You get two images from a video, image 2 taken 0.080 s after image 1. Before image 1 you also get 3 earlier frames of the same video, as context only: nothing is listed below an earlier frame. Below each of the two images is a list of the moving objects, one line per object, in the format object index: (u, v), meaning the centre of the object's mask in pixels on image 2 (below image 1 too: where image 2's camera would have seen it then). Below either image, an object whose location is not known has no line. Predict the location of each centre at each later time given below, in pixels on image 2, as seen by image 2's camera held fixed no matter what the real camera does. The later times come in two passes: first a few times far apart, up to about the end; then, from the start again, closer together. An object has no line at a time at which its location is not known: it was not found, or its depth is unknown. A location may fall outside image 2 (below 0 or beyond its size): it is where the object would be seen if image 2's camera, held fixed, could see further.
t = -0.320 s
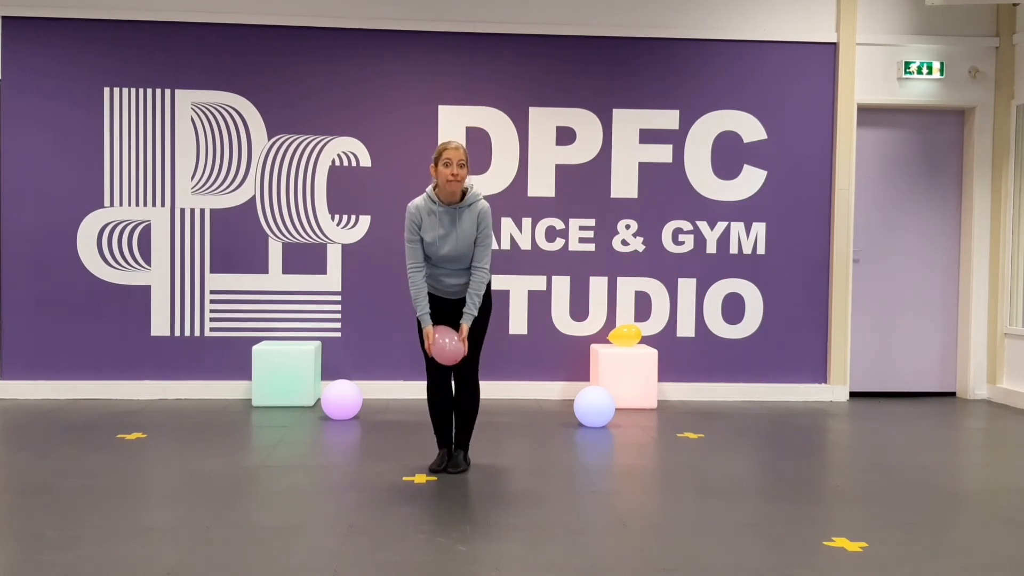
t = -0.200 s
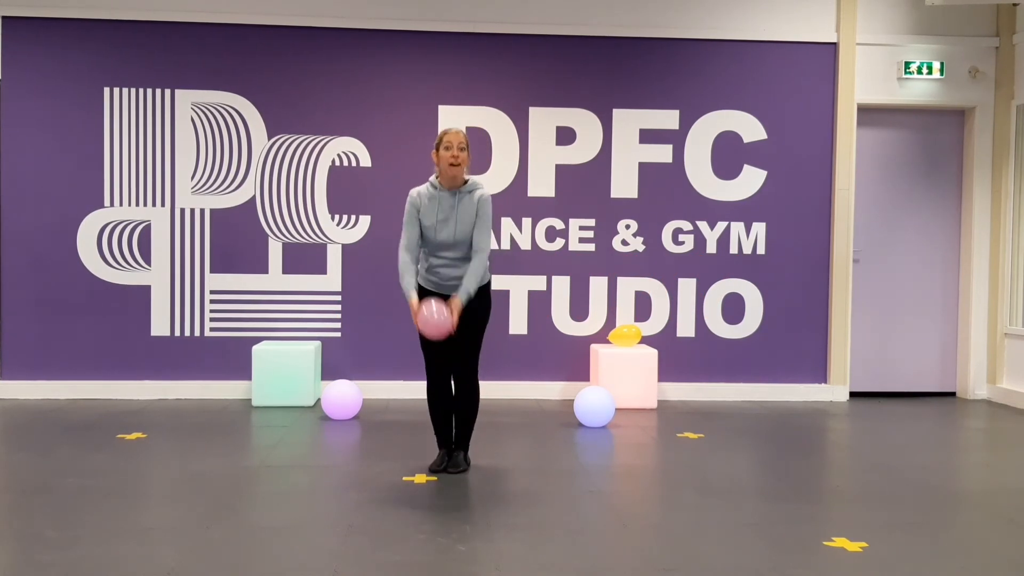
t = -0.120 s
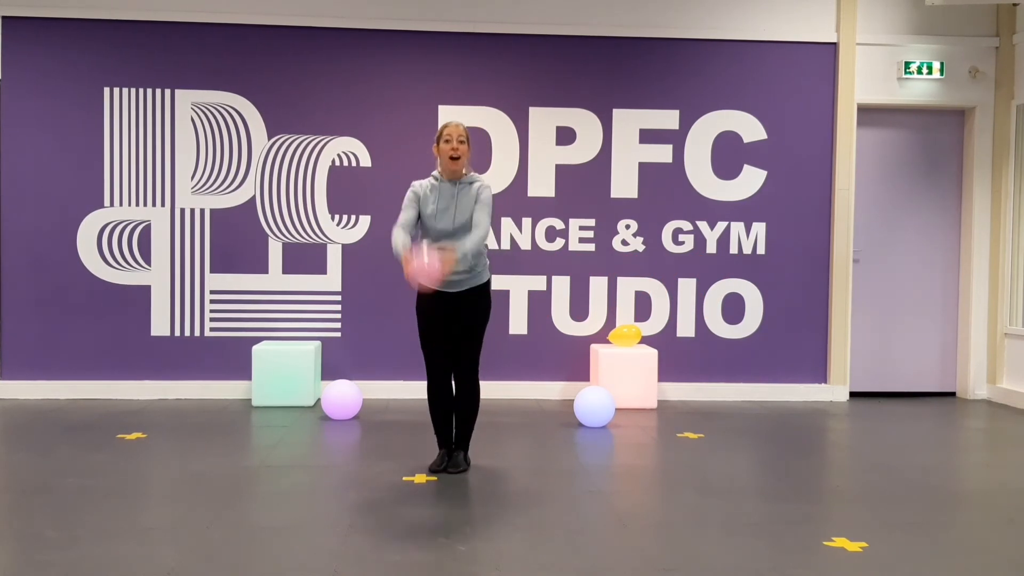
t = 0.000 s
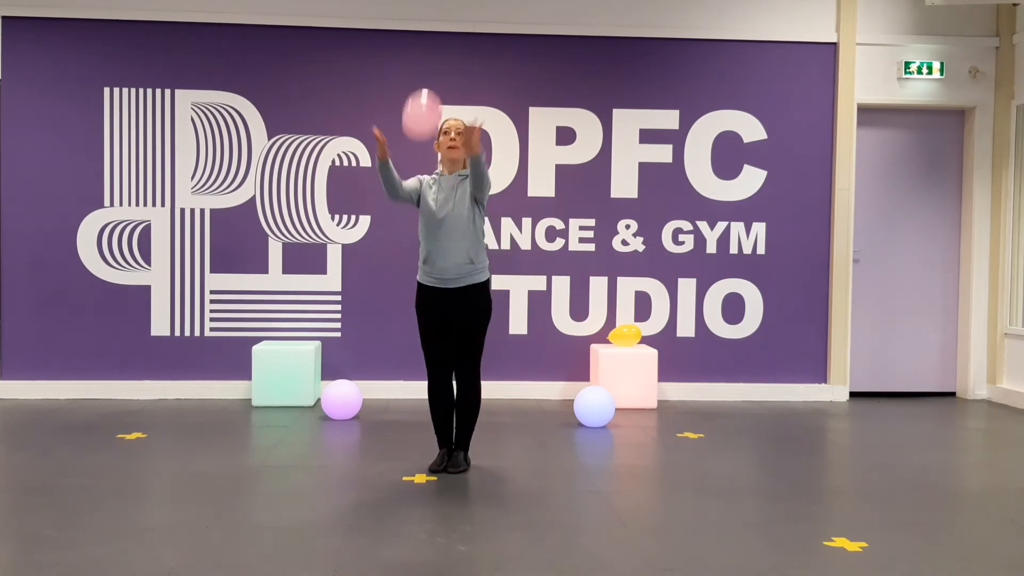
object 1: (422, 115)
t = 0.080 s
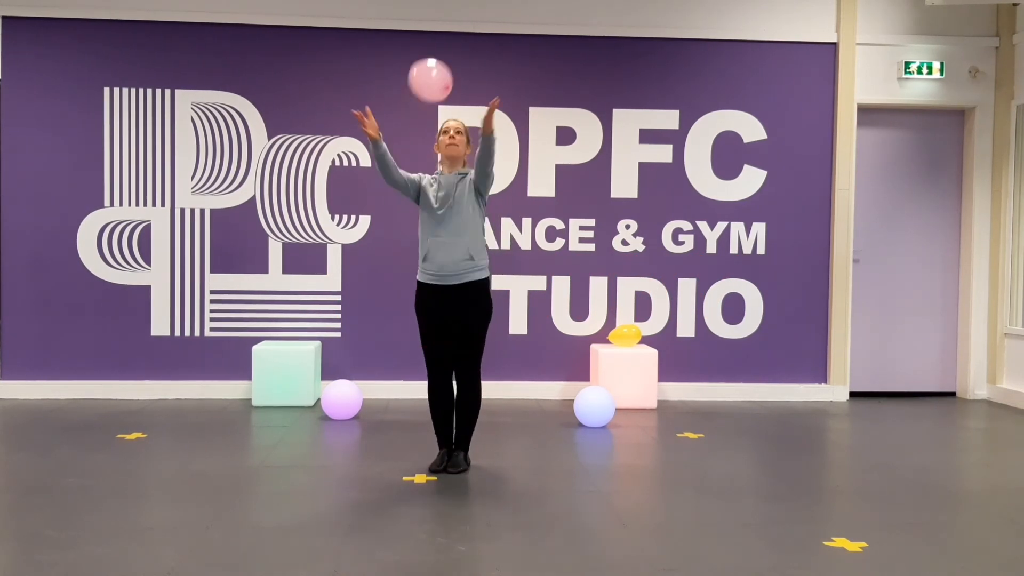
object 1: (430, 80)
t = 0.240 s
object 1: (443, 52)
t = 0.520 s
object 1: (434, 42)
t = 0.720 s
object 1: (424, 61)
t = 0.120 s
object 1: (438, 63)
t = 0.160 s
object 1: (441, 58)
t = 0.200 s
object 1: (442, 55)
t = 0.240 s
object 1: (443, 52)
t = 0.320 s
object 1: (441, 46)
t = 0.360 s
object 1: (440, 44)
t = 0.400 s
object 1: (439, 42)
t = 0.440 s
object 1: (438, 41)
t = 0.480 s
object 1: (437, 41)
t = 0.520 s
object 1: (434, 42)
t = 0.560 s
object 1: (433, 43)
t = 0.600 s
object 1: (432, 46)
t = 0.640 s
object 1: (430, 49)
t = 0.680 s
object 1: (426, 57)
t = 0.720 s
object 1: (424, 61)
